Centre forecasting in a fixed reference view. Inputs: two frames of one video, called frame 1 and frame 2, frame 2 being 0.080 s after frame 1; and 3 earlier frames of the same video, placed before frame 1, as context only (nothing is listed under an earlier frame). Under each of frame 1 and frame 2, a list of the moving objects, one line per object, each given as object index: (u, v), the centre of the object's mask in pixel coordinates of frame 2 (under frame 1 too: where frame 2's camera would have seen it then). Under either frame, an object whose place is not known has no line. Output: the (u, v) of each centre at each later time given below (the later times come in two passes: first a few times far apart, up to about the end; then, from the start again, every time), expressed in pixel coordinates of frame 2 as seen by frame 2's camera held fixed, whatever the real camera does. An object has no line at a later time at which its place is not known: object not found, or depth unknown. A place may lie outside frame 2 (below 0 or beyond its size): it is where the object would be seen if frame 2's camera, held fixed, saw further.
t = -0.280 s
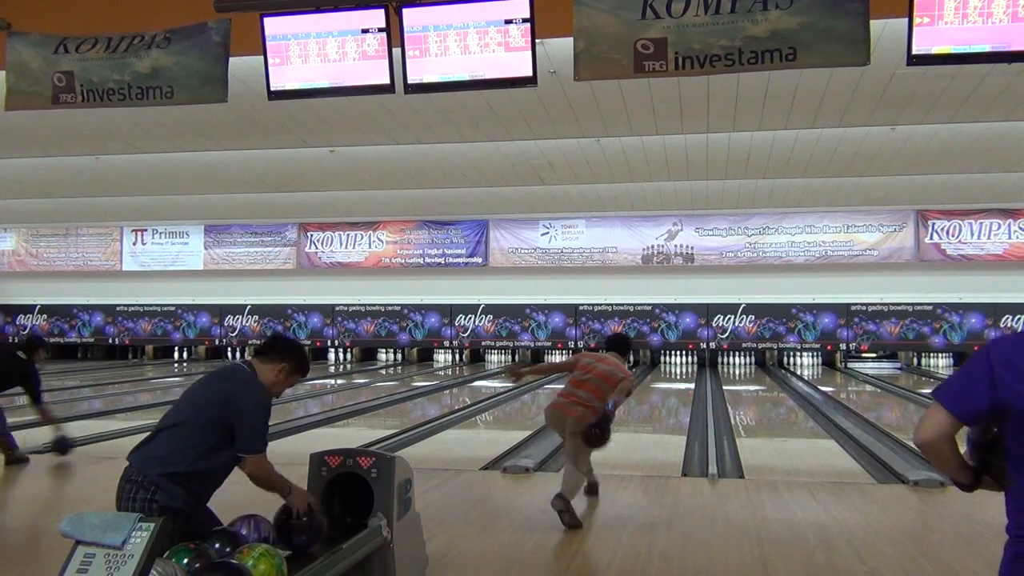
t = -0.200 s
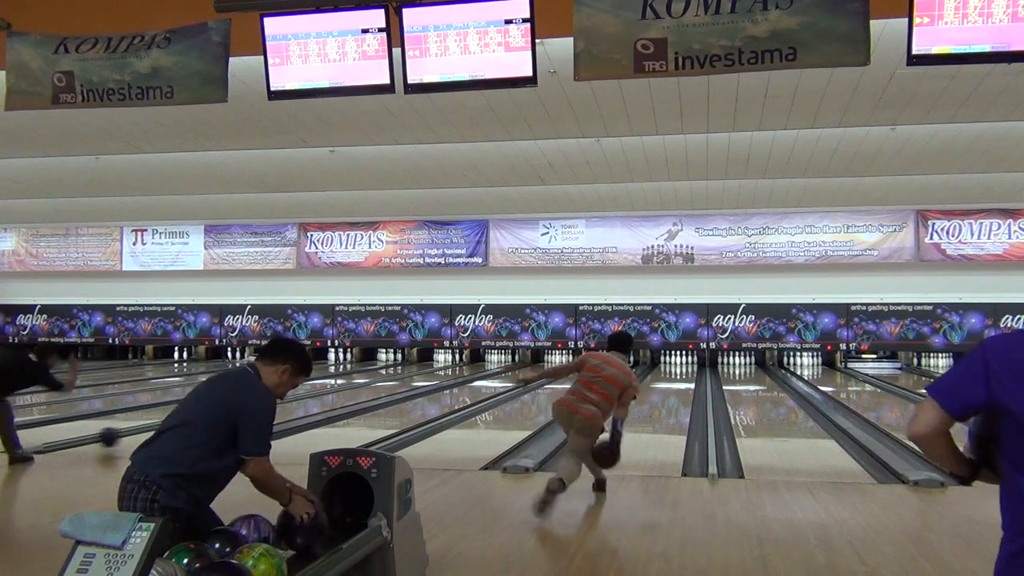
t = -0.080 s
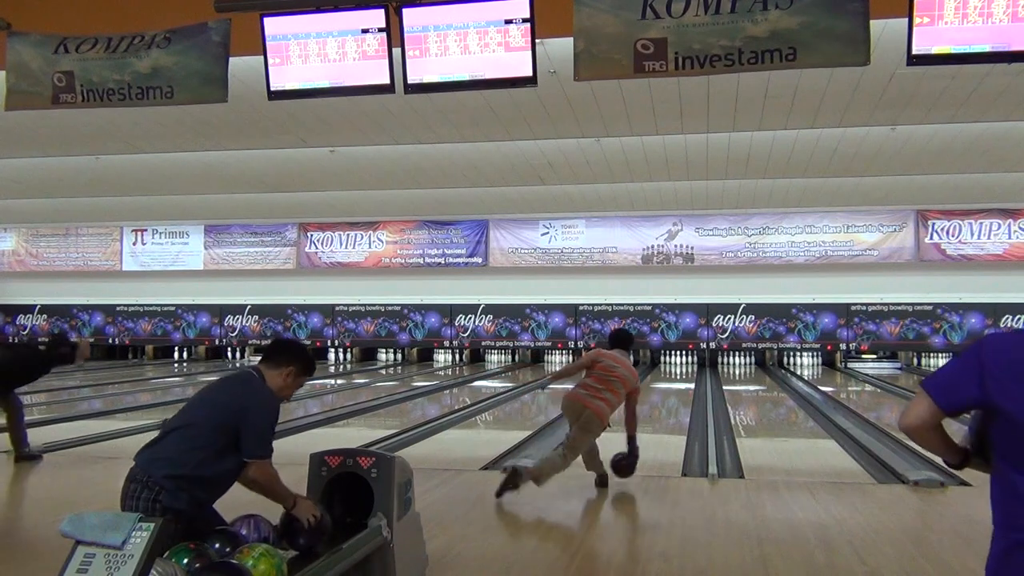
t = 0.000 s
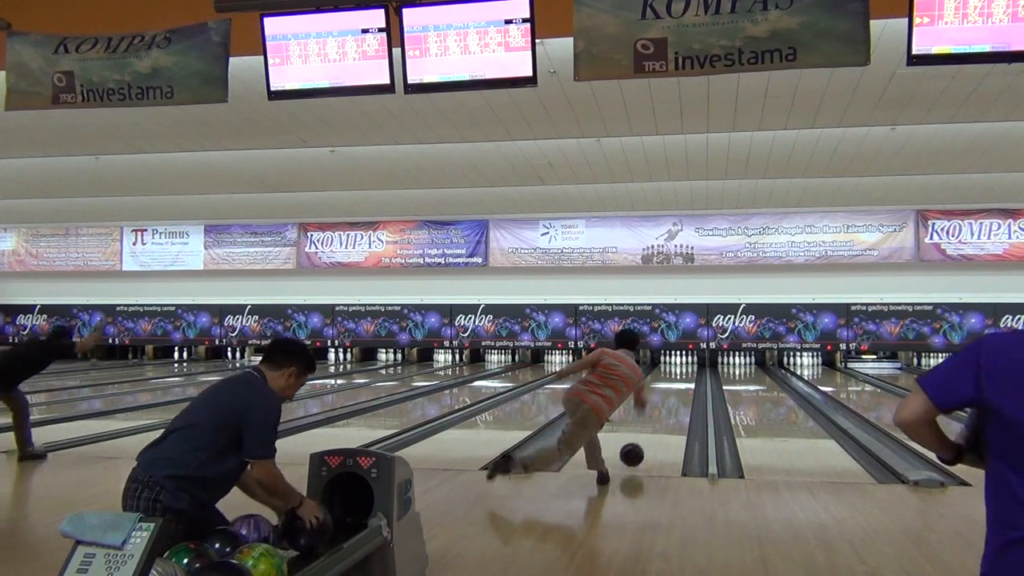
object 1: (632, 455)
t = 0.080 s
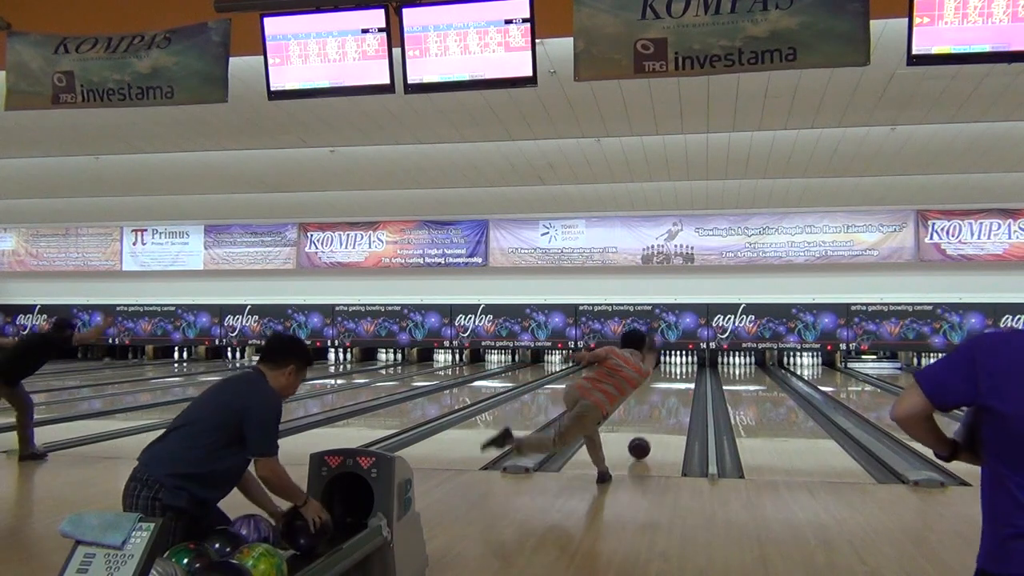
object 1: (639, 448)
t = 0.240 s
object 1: (651, 432)
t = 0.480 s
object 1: (663, 414)
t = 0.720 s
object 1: (672, 401)
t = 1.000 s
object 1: (679, 389)
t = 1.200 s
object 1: (682, 383)
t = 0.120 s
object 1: (642, 444)
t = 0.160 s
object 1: (645, 440)
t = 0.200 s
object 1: (648, 435)
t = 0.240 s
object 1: (651, 432)
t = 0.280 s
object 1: (653, 428)
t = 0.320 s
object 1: (656, 425)
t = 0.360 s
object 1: (658, 422)
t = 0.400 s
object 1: (660, 419)
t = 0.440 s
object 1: (662, 416)
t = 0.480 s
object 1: (663, 414)
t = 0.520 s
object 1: (666, 411)
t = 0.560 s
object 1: (667, 409)
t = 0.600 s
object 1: (668, 407)
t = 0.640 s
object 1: (670, 404)
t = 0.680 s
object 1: (671, 402)
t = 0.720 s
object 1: (672, 401)
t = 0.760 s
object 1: (673, 398)
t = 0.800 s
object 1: (674, 396)
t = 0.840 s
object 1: (675, 395)
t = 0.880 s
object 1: (676, 393)
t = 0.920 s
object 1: (677, 392)
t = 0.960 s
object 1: (678, 390)
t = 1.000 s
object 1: (679, 389)
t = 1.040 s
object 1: (680, 388)
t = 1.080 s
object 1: (680, 386)
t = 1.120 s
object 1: (681, 384)
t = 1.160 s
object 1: (682, 384)
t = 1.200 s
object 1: (682, 383)
